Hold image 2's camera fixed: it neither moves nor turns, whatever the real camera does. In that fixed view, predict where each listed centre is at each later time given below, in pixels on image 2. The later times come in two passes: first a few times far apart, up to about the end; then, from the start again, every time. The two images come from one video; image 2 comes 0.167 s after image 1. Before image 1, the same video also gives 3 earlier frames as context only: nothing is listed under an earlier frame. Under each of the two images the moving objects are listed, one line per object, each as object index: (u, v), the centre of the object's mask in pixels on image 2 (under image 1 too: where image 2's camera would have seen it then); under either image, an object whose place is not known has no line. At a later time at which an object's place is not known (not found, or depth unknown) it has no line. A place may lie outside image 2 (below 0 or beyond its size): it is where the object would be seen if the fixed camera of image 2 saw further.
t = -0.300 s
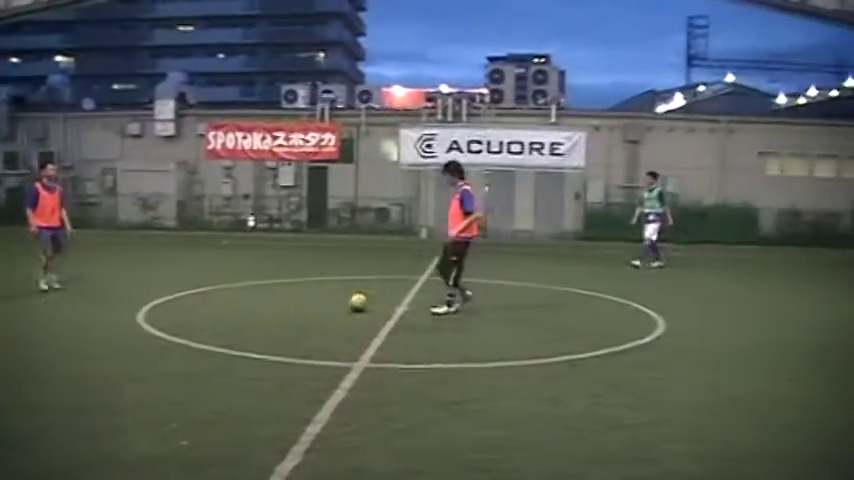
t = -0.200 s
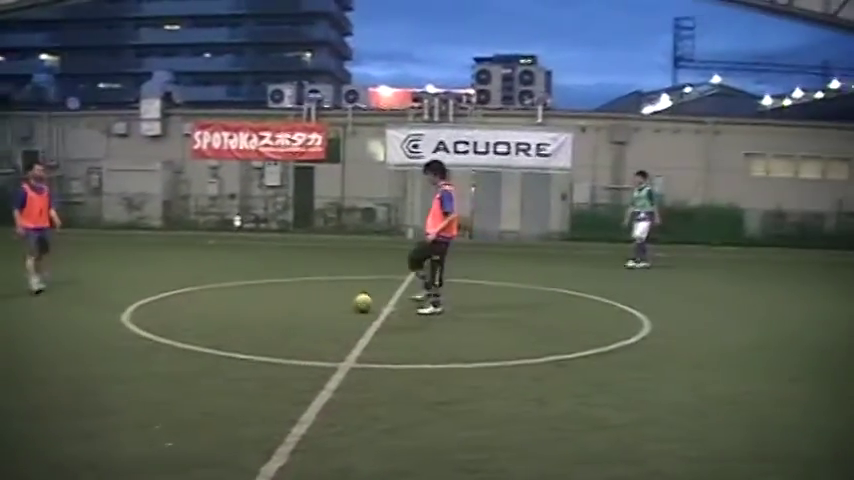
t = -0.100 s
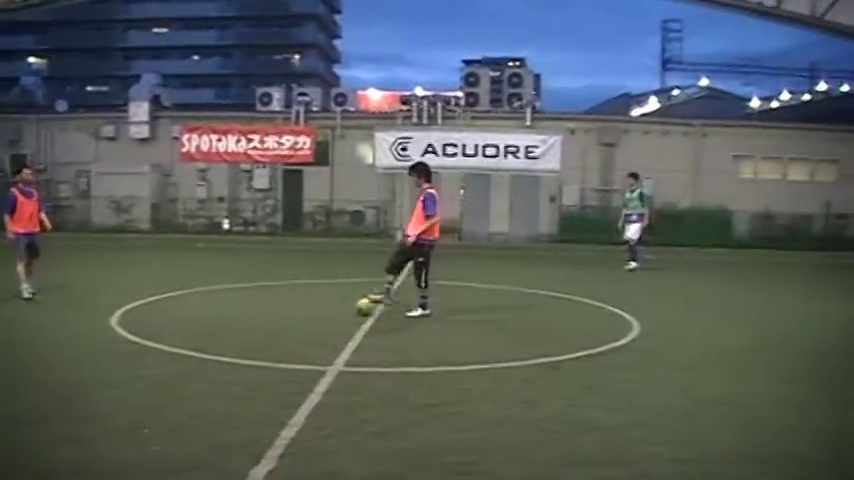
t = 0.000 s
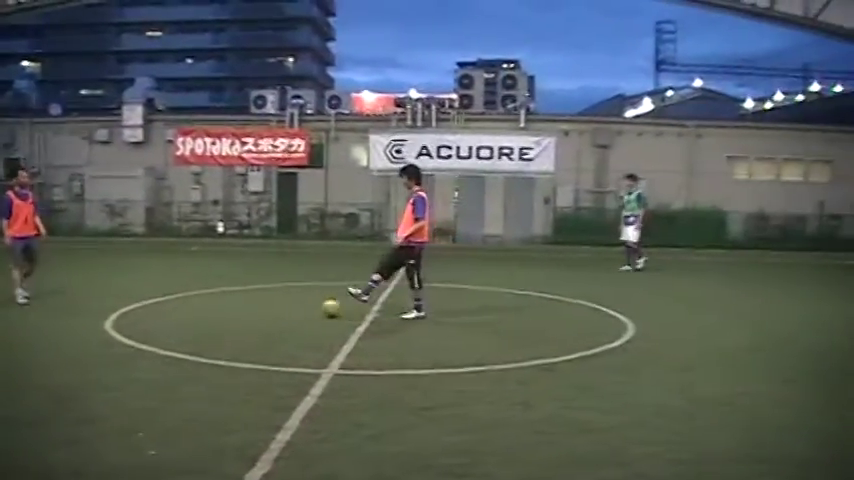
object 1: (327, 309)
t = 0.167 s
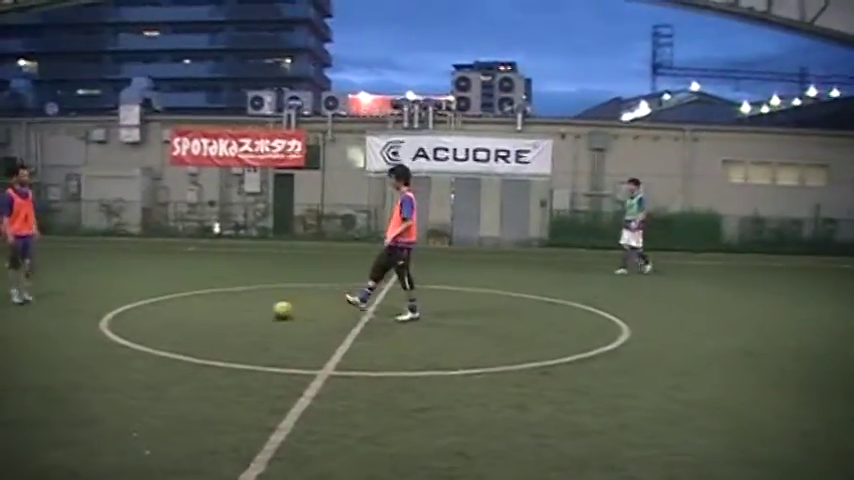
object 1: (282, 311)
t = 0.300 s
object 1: (249, 311)
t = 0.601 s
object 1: (173, 309)
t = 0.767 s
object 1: (134, 310)
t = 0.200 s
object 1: (275, 310)
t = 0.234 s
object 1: (266, 311)
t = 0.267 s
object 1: (256, 311)
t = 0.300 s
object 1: (249, 311)
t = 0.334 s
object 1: (241, 310)
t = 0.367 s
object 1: (232, 311)
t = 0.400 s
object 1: (224, 310)
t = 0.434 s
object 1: (216, 310)
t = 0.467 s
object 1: (207, 310)
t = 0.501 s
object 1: (199, 310)
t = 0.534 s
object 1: (190, 309)
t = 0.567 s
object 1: (182, 309)
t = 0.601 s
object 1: (173, 309)
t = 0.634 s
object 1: (165, 310)
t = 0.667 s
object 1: (158, 310)
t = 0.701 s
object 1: (151, 310)
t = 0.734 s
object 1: (141, 310)
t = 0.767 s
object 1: (134, 310)
